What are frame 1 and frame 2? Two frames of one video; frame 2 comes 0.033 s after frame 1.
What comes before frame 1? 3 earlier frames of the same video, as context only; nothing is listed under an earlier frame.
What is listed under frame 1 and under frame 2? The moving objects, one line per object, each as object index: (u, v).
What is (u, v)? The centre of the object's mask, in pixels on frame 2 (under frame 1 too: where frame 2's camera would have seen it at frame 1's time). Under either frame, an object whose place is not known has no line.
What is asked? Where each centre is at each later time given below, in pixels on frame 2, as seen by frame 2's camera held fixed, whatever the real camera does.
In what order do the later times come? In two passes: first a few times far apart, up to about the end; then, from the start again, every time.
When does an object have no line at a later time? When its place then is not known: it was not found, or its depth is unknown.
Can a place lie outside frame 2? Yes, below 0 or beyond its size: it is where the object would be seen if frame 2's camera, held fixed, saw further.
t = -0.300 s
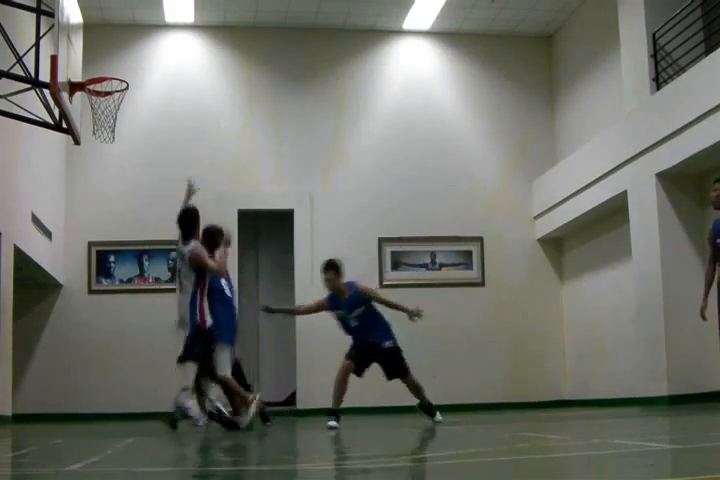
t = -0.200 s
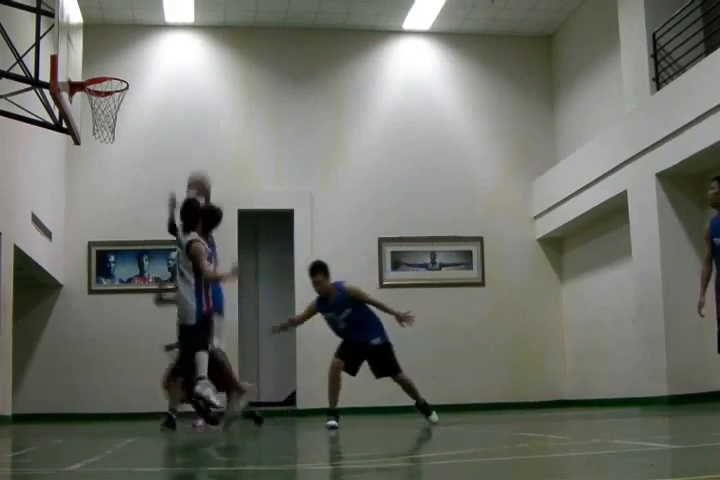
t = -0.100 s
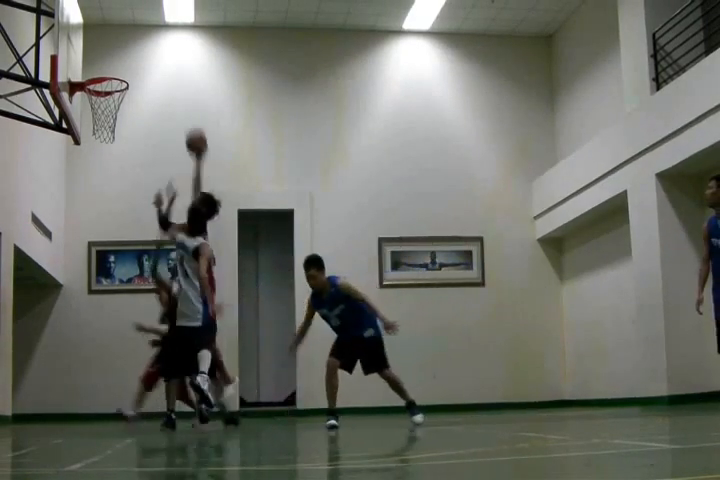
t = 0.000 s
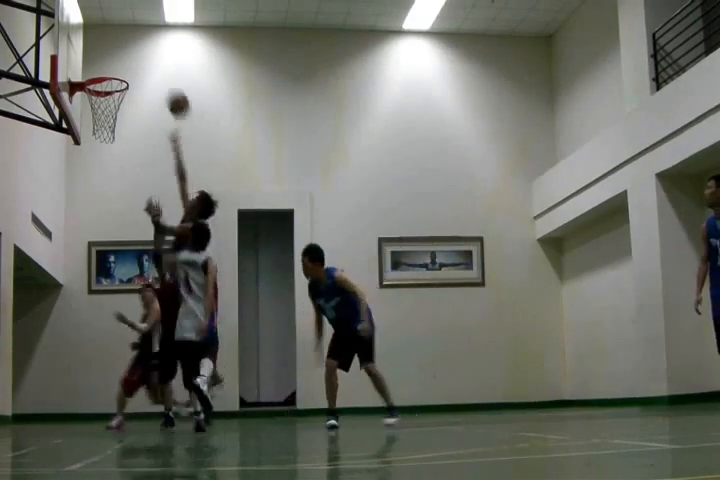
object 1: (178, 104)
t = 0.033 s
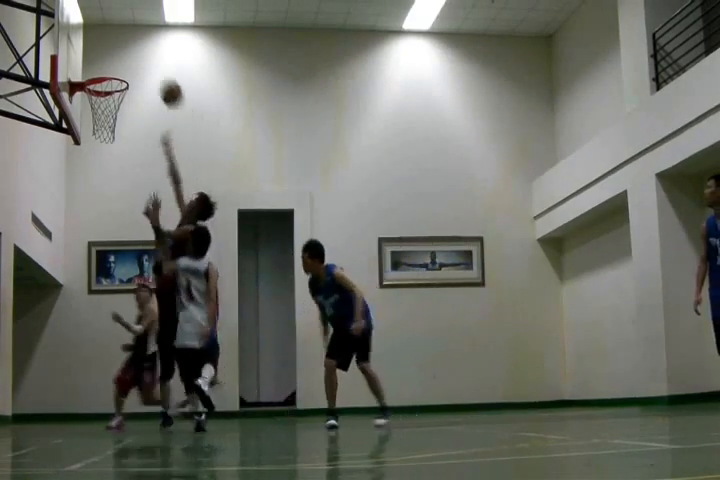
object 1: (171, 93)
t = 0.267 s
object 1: (120, 47)
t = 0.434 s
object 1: (83, 49)
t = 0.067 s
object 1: (163, 83)
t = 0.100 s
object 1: (156, 74)
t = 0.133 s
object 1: (149, 67)
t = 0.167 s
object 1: (142, 60)
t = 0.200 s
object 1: (135, 55)
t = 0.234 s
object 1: (127, 51)
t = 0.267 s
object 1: (120, 47)
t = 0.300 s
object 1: (113, 45)
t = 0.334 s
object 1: (105, 45)
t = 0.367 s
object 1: (97, 47)
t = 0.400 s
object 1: (90, 46)
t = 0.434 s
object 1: (83, 49)
